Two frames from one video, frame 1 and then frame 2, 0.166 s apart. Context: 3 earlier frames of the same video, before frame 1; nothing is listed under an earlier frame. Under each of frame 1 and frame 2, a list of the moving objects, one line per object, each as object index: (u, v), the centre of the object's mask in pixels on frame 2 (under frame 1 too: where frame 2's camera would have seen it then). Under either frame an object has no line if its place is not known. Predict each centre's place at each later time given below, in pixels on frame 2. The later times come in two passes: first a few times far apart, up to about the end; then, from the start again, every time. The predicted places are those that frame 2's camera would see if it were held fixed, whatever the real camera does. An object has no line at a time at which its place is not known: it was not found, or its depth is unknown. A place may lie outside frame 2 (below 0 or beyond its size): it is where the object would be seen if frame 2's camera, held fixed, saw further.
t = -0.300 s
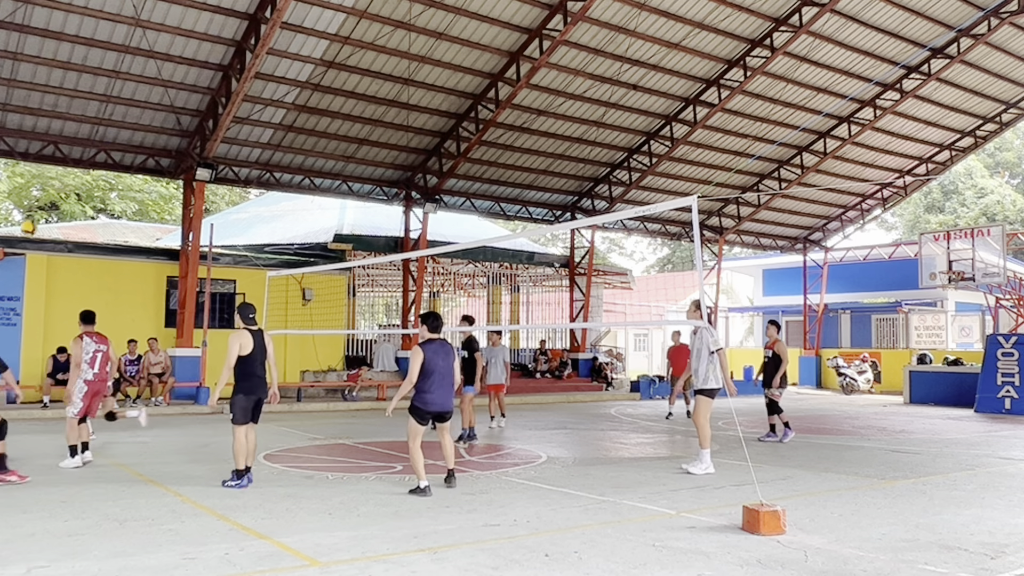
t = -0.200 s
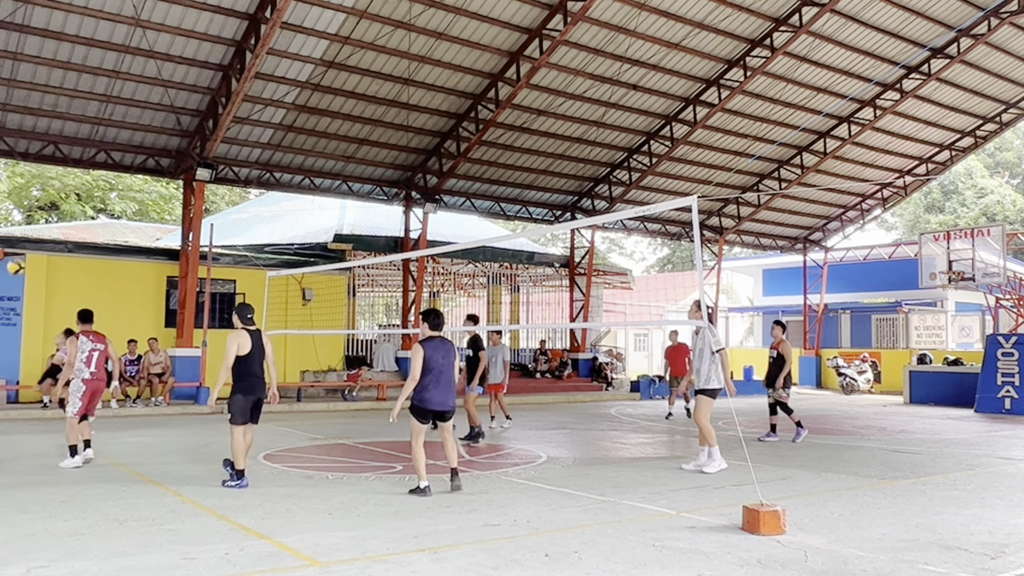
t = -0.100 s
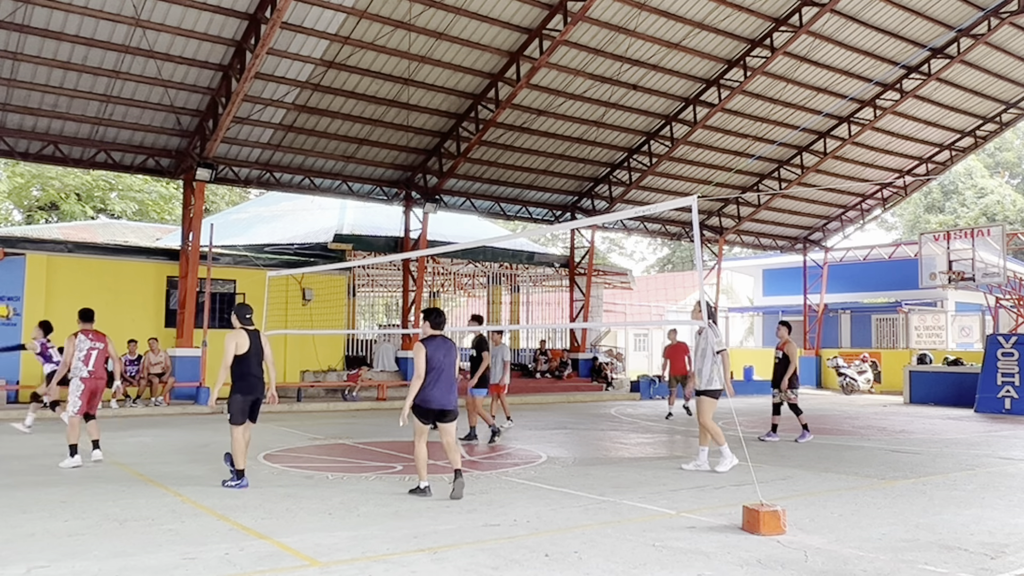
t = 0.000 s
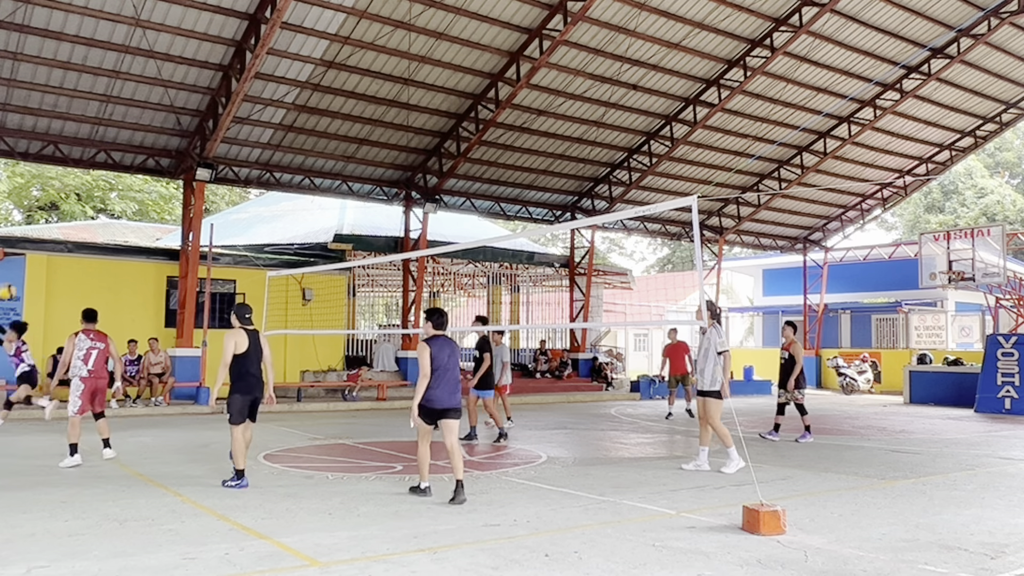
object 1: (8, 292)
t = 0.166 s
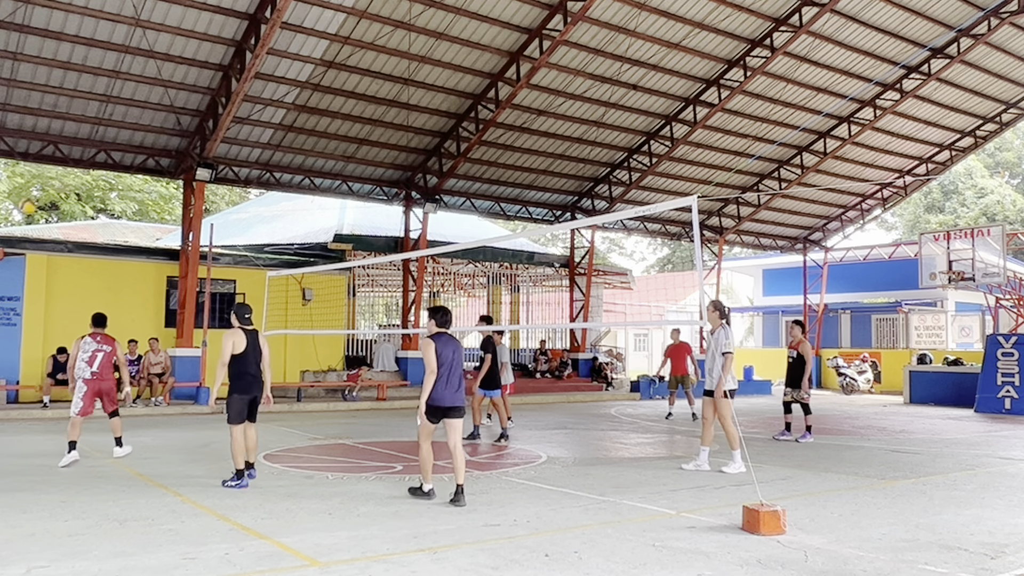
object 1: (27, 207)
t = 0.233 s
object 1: (36, 179)
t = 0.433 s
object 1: (60, 114)
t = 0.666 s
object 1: (87, 77)
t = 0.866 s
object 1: (108, 76)
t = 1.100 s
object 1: (130, 107)
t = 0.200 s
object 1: (32, 193)
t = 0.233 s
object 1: (36, 179)
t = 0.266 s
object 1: (41, 165)
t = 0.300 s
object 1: (45, 153)
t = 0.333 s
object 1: (49, 143)
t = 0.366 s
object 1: (53, 133)
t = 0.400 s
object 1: (56, 124)
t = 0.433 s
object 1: (60, 114)
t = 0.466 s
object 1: (64, 107)
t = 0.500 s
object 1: (68, 100)
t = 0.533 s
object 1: (72, 94)
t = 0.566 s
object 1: (76, 89)
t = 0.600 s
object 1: (80, 84)
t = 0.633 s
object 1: (83, 80)
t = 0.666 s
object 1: (87, 77)
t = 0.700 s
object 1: (90, 75)
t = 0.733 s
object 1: (94, 73)
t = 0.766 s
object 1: (97, 73)
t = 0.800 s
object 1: (101, 73)
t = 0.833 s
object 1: (104, 74)
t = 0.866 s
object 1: (108, 76)
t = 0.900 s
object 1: (111, 78)
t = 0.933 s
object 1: (115, 81)
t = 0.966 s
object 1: (118, 84)
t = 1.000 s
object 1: (121, 89)
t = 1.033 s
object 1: (124, 94)
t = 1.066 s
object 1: (127, 100)
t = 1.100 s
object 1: (130, 107)
